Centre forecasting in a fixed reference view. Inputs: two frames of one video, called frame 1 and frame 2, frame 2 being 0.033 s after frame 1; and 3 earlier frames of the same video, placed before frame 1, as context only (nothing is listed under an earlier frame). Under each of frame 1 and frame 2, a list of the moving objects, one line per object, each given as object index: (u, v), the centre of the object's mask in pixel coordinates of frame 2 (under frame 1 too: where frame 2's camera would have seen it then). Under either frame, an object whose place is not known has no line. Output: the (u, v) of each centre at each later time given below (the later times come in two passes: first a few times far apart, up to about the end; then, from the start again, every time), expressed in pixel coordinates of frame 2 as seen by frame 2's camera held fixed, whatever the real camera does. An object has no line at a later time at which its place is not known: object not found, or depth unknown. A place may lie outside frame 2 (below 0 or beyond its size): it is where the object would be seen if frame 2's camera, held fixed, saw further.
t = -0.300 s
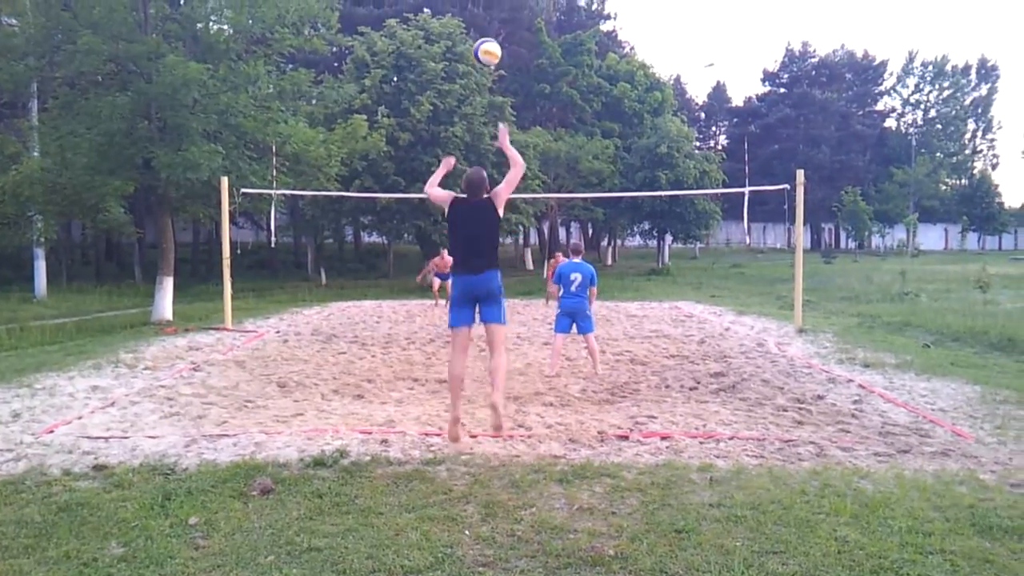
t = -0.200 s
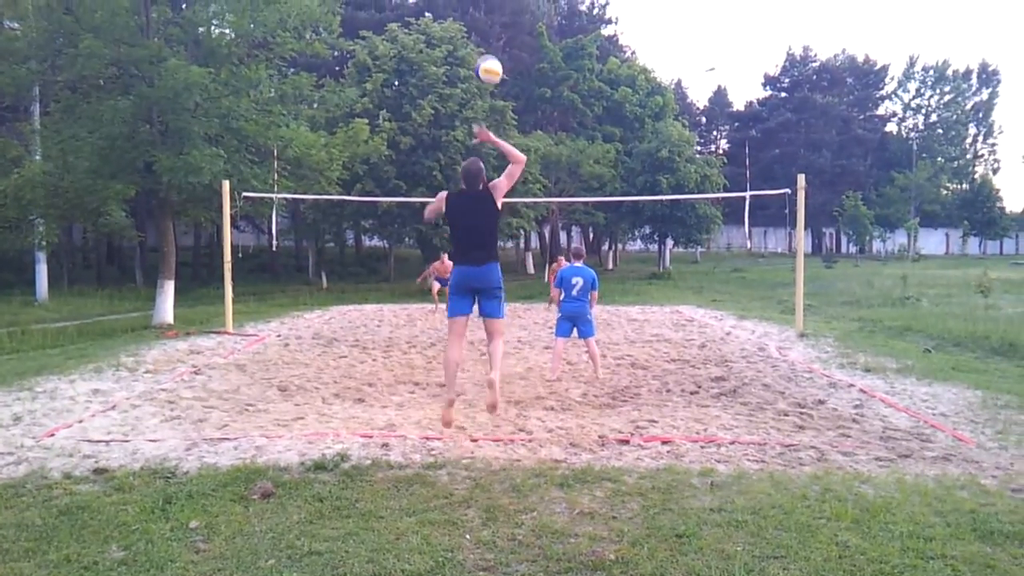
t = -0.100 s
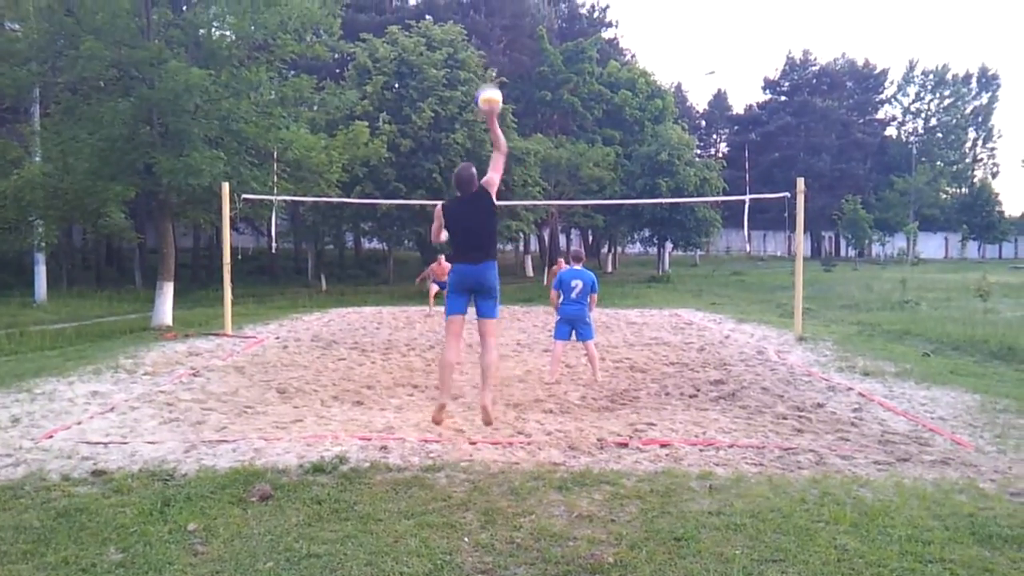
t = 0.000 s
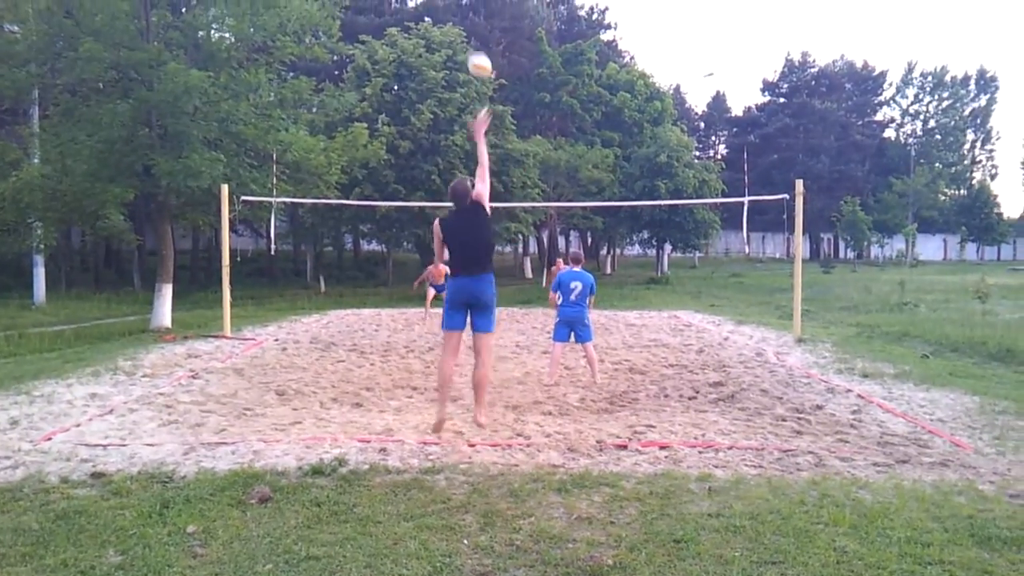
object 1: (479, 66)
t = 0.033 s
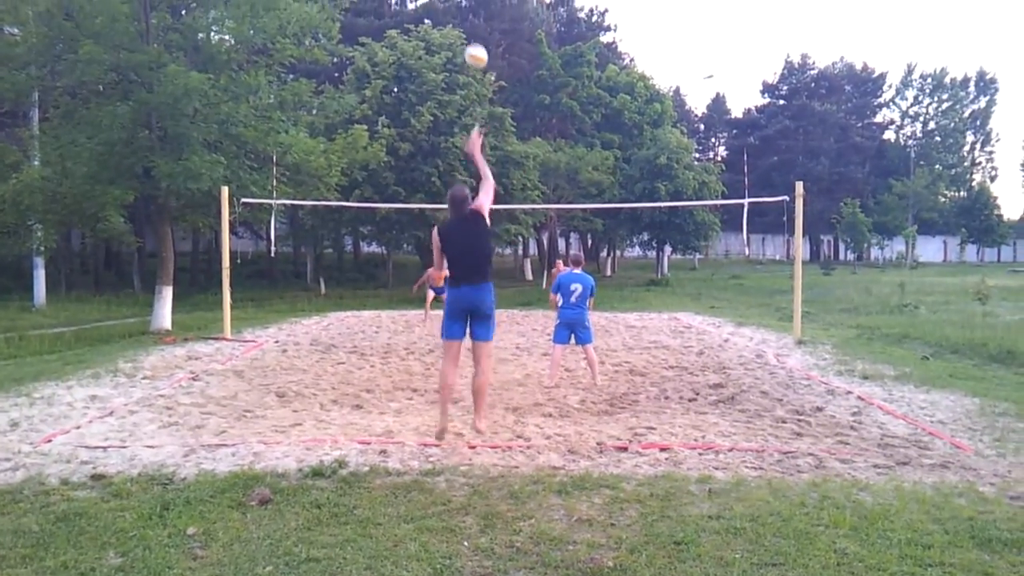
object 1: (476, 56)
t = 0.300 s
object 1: (459, 21)
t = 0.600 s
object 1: (447, 49)
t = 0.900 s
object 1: (435, 118)
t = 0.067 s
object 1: (474, 46)
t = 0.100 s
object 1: (471, 38)
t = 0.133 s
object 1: (468, 33)
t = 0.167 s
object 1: (466, 28)
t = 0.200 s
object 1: (465, 25)
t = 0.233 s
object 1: (463, 22)
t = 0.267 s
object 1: (461, 21)
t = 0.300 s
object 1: (459, 21)
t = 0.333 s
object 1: (457, 20)
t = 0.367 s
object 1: (455, 22)
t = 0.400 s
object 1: (455, 24)
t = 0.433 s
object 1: (453, 26)
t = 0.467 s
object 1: (452, 29)
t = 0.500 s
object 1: (450, 33)
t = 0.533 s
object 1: (449, 37)
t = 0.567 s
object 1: (447, 43)
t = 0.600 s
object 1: (447, 49)
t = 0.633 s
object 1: (445, 55)
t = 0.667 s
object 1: (444, 62)
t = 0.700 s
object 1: (443, 69)
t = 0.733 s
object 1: (441, 76)
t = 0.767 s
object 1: (440, 84)
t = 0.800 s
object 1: (438, 92)
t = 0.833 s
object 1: (438, 99)
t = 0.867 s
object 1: (436, 109)
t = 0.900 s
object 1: (435, 118)
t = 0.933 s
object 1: (435, 127)
